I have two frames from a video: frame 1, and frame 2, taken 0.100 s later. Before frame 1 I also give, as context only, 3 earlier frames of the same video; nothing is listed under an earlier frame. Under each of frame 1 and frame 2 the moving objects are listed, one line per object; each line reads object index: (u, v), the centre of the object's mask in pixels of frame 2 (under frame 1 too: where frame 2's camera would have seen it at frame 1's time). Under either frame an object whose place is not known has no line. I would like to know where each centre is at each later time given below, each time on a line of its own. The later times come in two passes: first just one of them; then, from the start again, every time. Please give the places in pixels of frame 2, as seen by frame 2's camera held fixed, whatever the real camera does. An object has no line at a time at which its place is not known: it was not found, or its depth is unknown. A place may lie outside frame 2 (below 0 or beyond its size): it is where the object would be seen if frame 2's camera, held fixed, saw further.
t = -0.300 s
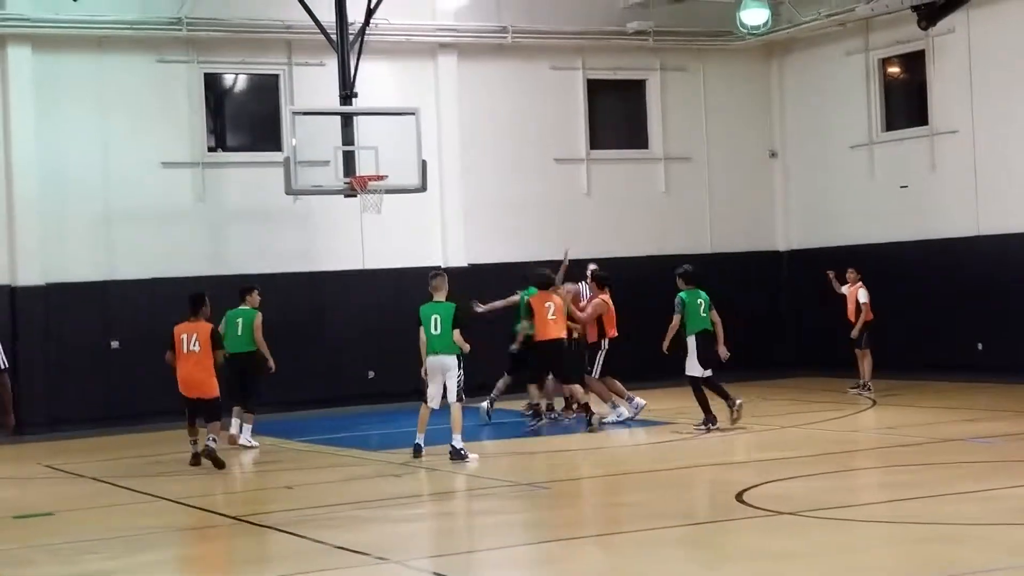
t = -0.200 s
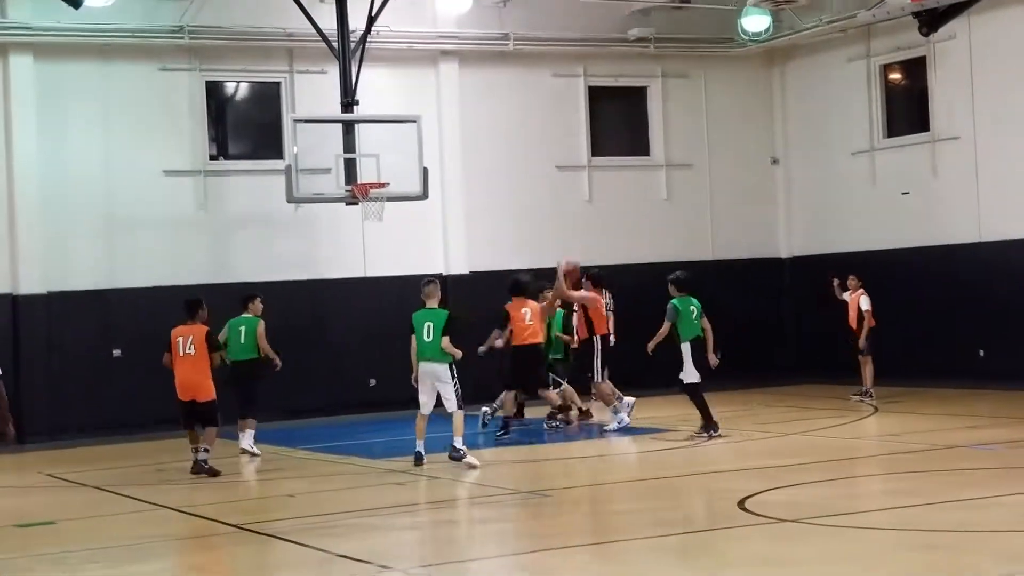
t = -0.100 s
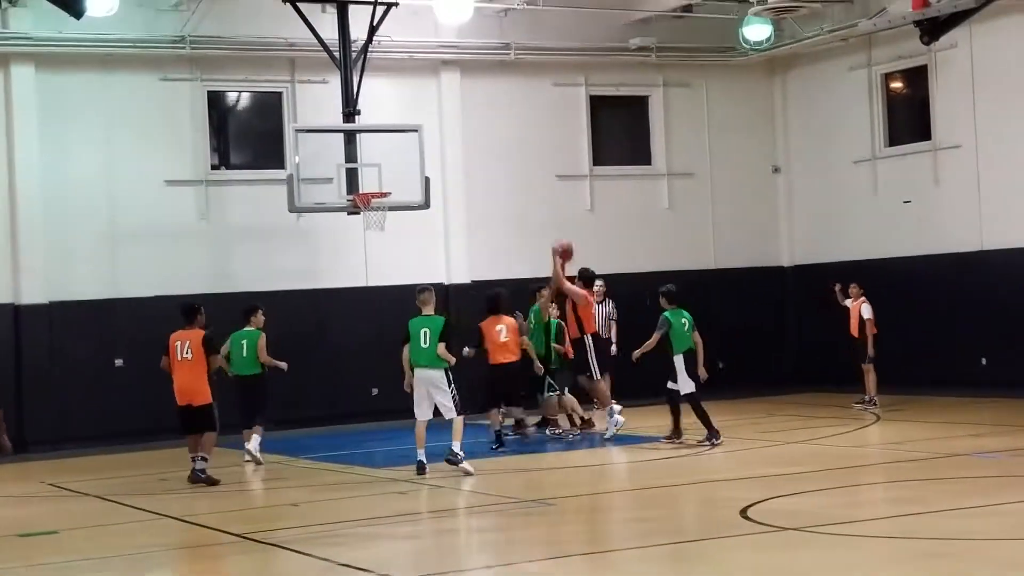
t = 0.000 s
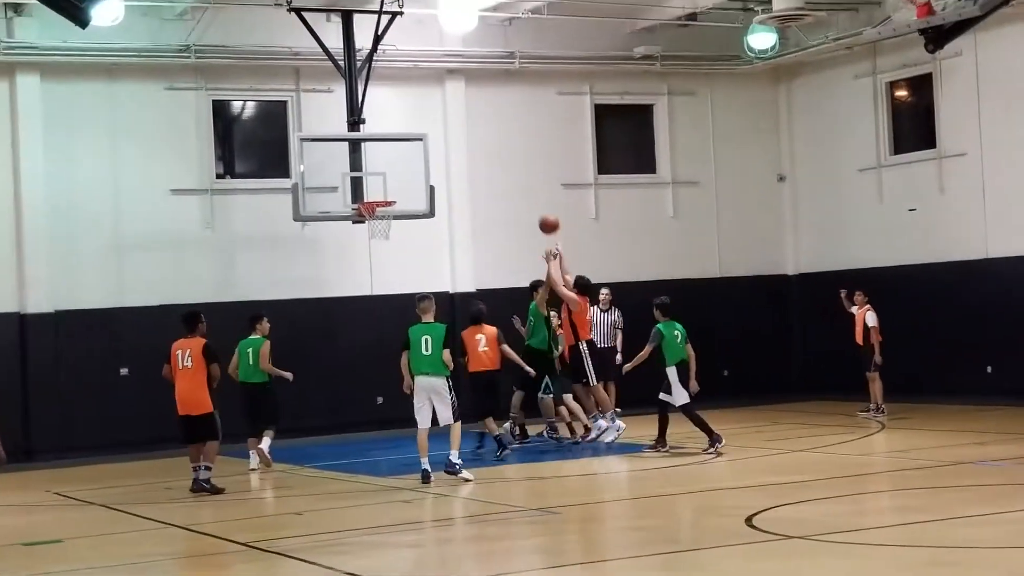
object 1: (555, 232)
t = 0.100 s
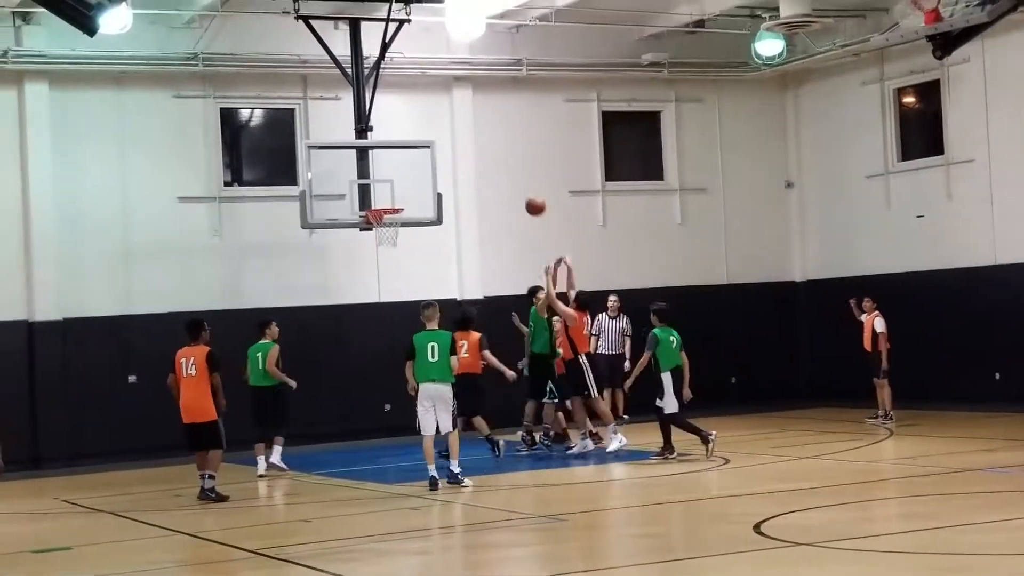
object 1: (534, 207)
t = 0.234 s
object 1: (508, 186)
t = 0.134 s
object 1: (527, 200)
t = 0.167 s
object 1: (521, 194)
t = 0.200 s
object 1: (515, 189)
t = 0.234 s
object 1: (508, 186)
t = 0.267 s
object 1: (502, 183)
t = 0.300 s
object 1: (496, 181)
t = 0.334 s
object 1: (489, 180)
